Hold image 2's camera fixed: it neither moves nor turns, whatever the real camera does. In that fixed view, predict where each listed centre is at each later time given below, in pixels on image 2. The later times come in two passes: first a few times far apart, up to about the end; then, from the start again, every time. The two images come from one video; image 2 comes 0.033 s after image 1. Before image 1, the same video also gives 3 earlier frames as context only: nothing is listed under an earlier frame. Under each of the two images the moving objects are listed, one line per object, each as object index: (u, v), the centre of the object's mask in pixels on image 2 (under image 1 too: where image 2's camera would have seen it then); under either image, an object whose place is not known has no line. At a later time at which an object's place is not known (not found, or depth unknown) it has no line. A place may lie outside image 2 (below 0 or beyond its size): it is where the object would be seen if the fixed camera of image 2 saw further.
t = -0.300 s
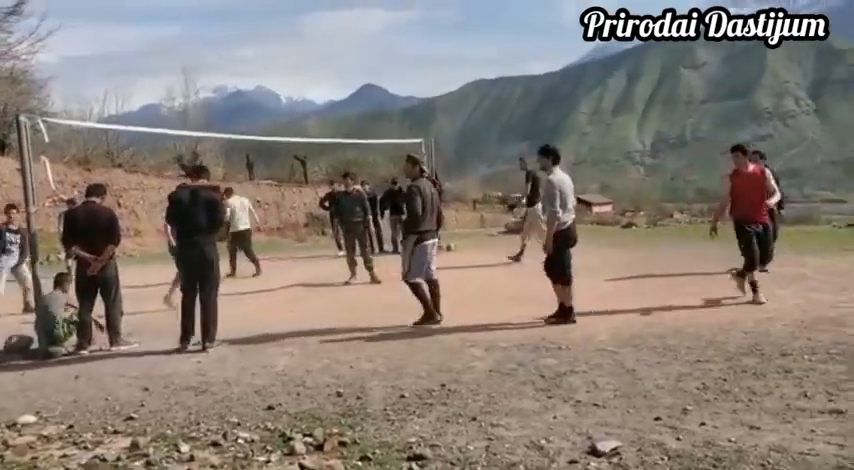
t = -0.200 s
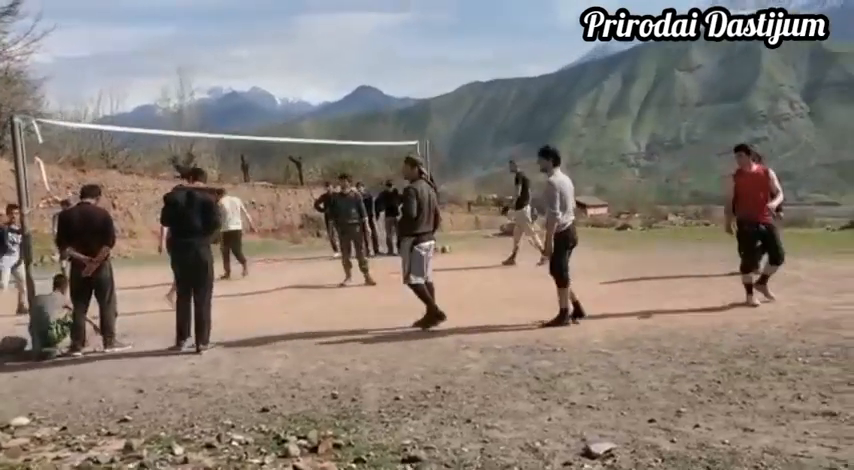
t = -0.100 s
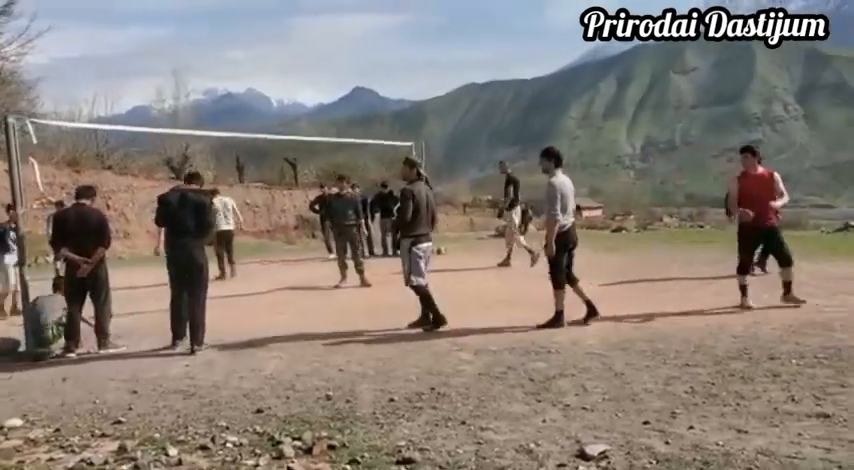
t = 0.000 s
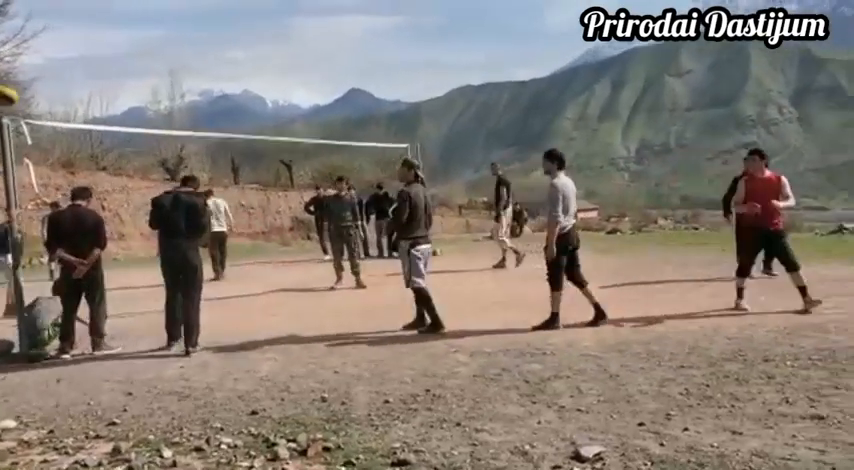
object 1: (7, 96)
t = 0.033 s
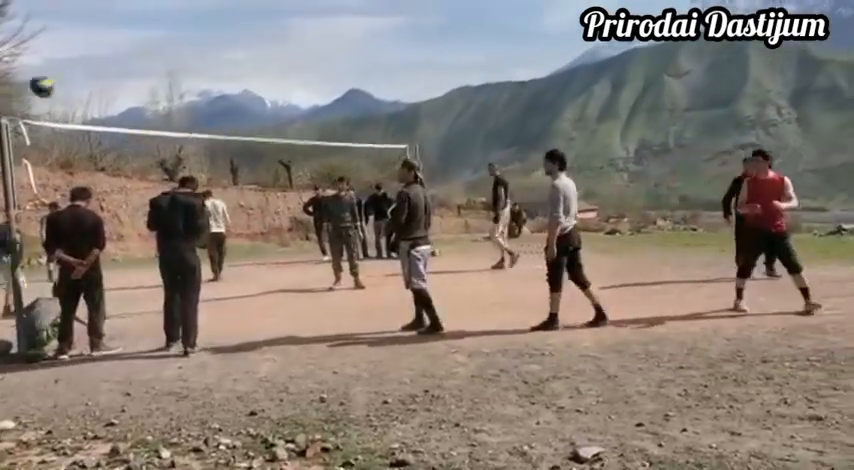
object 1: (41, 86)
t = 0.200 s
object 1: (212, 59)
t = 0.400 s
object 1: (391, 64)
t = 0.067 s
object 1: (78, 78)
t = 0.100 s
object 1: (112, 73)
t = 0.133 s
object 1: (147, 66)
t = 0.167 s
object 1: (179, 61)
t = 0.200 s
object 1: (212, 59)
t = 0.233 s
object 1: (244, 57)
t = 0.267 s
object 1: (275, 57)
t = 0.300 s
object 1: (306, 57)
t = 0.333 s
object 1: (335, 59)
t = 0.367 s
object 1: (364, 61)
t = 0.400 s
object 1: (391, 64)
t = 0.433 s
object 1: (419, 68)
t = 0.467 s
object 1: (446, 73)
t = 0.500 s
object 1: (472, 78)
